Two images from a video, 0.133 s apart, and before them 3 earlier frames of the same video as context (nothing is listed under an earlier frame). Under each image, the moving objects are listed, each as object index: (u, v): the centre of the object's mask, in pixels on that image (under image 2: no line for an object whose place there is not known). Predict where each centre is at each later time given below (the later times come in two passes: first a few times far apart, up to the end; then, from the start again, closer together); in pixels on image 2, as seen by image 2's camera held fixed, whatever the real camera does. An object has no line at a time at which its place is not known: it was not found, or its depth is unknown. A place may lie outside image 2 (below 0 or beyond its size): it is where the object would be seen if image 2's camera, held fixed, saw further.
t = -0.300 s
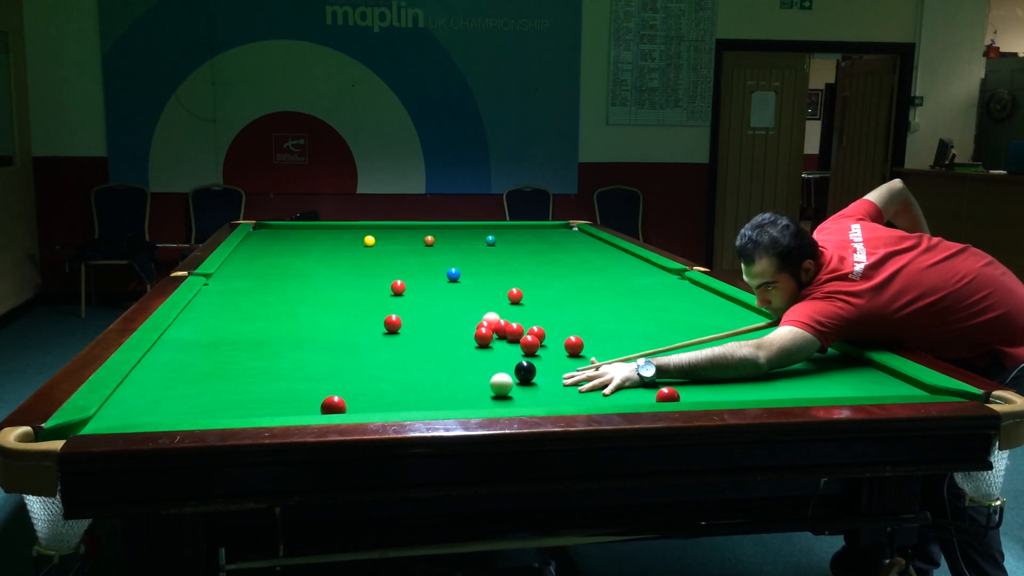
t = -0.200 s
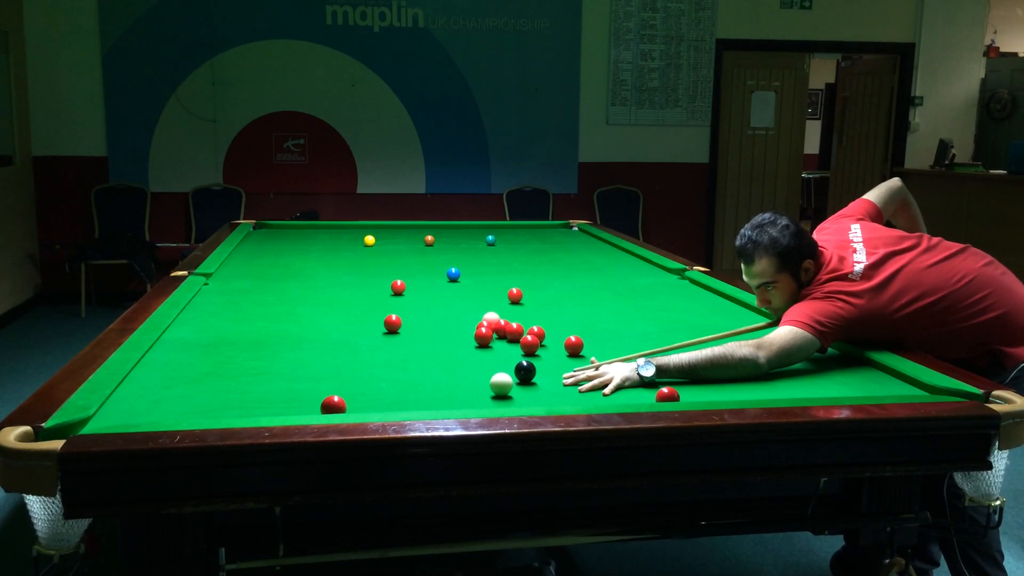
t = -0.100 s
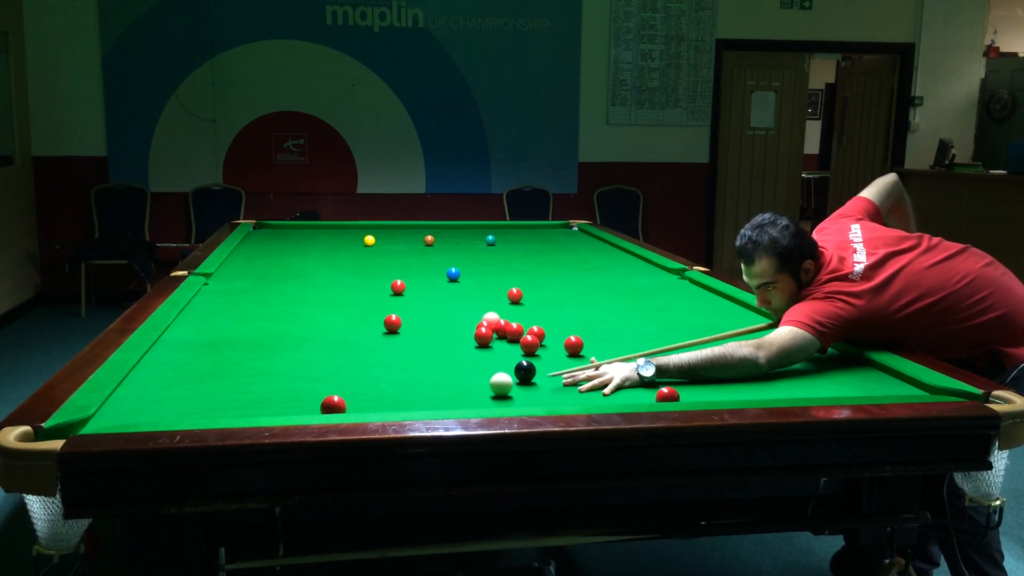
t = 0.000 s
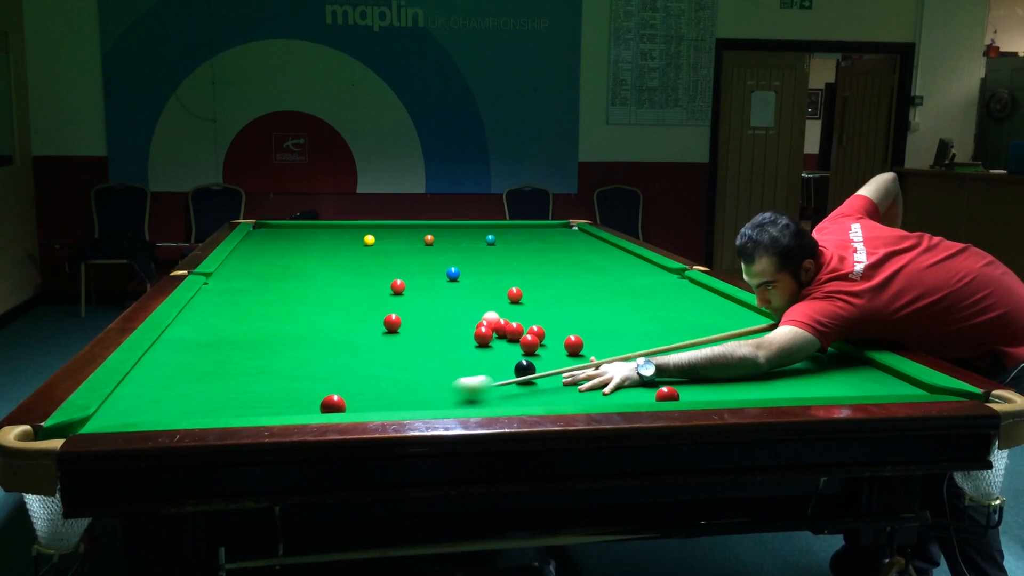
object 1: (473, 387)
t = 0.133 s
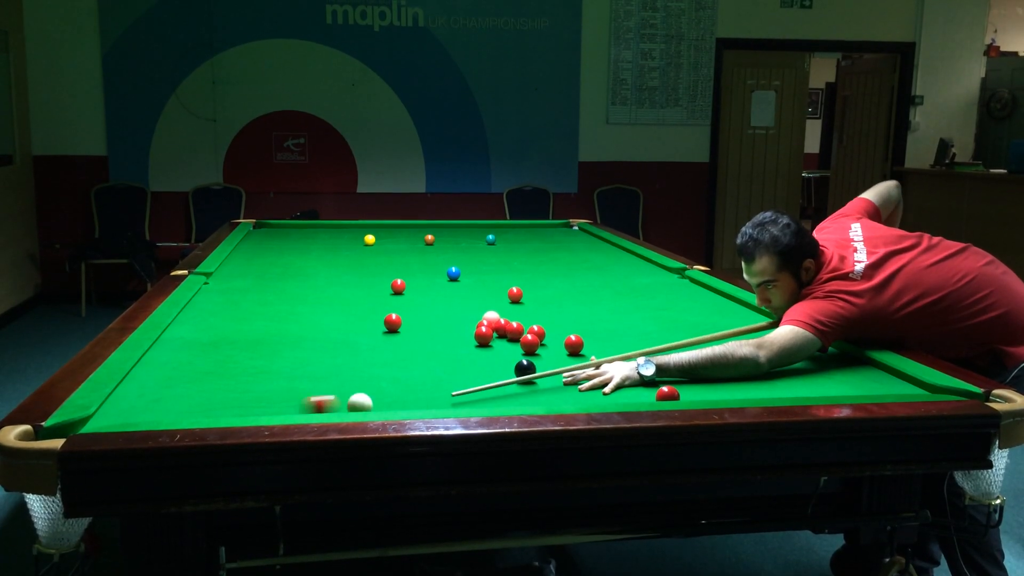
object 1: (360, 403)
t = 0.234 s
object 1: (358, 407)
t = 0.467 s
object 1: (360, 402)
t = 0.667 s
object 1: (363, 396)
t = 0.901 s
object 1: (365, 389)
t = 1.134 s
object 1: (368, 383)
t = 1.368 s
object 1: (370, 377)
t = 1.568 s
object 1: (372, 373)
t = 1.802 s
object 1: (374, 369)
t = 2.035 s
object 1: (375, 365)
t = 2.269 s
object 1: (376, 362)
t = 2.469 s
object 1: (377, 360)
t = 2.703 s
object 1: (378, 358)
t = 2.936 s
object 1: (379, 356)
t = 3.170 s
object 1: (379, 355)
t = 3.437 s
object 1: (379, 355)
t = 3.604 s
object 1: (379, 355)
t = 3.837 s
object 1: (379, 354)
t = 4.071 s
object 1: (379, 355)
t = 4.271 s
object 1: (378, 355)
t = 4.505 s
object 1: (378, 355)
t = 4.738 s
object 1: (378, 355)
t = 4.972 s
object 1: (378, 355)
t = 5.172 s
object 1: (378, 355)
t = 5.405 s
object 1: (379, 355)
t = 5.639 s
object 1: (379, 355)
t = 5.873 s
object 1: (378, 355)
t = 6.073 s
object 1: (378, 355)
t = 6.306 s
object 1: (378, 355)
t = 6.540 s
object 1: (378, 355)
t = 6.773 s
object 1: (378, 355)
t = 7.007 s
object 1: (378, 355)
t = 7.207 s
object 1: (378, 355)
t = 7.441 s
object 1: (379, 355)
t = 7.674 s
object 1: (378, 355)
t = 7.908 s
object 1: (378, 355)
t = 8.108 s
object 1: (378, 355)
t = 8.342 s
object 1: (378, 355)
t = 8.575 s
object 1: (378, 355)
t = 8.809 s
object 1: (378, 355)
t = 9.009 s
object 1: (378, 354)
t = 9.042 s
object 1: (378, 354)
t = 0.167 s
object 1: (360, 404)
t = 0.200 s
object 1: (359, 406)
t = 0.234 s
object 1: (358, 407)
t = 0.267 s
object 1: (358, 406)
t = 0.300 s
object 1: (359, 405)
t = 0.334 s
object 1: (359, 405)
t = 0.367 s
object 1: (359, 404)
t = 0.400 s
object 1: (360, 403)
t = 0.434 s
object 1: (360, 403)
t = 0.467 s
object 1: (360, 402)
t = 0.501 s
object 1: (361, 401)
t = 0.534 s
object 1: (361, 400)
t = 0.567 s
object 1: (362, 400)
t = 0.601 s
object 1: (362, 399)
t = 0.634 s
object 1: (362, 398)
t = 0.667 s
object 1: (363, 396)
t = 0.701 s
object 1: (363, 395)
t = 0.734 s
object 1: (363, 394)
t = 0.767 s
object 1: (364, 393)
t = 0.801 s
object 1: (364, 392)
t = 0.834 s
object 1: (365, 391)
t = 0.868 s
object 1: (365, 390)
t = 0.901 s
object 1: (365, 389)
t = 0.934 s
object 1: (366, 388)
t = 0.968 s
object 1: (366, 387)
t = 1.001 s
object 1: (366, 386)
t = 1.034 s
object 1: (367, 385)
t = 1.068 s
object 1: (367, 384)
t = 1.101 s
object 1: (367, 384)
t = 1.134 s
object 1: (368, 383)
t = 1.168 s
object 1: (368, 382)
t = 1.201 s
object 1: (368, 381)
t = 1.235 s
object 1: (368, 380)
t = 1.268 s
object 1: (369, 379)
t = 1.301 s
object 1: (369, 378)
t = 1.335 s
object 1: (370, 378)
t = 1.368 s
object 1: (370, 377)
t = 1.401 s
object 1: (370, 376)
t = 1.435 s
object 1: (371, 376)
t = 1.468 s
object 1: (371, 375)
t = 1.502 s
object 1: (371, 374)
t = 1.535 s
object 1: (372, 374)
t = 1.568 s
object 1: (372, 373)
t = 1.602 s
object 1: (372, 372)
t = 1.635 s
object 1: (372, 372)
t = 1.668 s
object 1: (373, 371)
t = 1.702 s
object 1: (373, 370)
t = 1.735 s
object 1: (373, 370)
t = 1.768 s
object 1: (373, 369)
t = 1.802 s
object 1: (374, 369)
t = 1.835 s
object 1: (374, 368)
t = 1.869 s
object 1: (374, 368)
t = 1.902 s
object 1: (374, 367)
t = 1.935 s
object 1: (374, 366)
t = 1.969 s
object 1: (374, 366)
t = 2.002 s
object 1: (375, 365)
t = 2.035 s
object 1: (375, 365)
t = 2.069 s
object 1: (375, 365)
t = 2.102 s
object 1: (375, 364)
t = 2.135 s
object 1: (375, 364)
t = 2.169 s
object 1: (376, 363)
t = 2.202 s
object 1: (376, 363)
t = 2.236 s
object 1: (376, 362)
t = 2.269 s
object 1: (376, 362)
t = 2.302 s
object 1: (376, 362)
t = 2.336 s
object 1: (376, 361)
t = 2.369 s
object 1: (377, 361)
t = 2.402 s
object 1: (377, 361)
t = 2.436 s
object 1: (377, 360)
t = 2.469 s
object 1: (377, 360)
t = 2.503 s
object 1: (377, 360)
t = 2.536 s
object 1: (377, 359)
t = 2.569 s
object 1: (377, 359)
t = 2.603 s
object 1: (377, 359)
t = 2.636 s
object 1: (377, 359)
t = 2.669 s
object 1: (378, 358)
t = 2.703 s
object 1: (378, 358)
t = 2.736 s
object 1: (378, 358)
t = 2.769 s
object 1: (378, 358)
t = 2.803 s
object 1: (378, 357)
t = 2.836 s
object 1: (378, 357)
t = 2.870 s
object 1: (378, 357)
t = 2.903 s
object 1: (378, 357)
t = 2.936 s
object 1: (379, 356)
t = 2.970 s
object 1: (379, 356)
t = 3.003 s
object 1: (379, 356)
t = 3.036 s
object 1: (379, 356)
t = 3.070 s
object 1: (379, 356)
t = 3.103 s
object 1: (379, 355)
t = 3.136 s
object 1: (379, 355)
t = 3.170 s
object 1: (379, 355)
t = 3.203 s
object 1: (374, 353)
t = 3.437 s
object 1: (379, 355)
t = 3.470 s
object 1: (379, 355)
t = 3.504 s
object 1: (379, 355)
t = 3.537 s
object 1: (379, 355)
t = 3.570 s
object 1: (379, 355)
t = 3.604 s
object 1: (379, 355)
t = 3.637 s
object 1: (379, 355)
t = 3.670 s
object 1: (379, 354)
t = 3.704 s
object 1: (379, 354)
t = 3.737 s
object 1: (379, 354)
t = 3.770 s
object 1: (379, 354)
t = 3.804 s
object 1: (379, 355)
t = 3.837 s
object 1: (379, 354)
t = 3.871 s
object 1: (379, 354)
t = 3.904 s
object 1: (379, 355)
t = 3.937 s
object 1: (379, 355)
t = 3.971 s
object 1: (379, 355)
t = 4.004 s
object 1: (379, 355)
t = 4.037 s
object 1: (379, 355)
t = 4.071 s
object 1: (379, 355)
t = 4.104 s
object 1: (379, 355)
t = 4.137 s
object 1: (379, 355)
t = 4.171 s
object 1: (378, 355)
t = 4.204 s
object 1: (378, 355)
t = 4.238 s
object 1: (378, 355)
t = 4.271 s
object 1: (378, 355)
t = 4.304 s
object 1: (378, 355)
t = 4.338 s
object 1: (378, 355)
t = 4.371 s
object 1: (379, 355)
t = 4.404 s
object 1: (378, 355)
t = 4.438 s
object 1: (378, 355)
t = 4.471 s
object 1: (378, 355)
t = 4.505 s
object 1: (378, 355)
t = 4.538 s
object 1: (378, 355)
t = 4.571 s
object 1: (378, 355)
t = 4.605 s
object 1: (379, 355)
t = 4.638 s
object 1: (378, 355)
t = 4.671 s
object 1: (378, 355)
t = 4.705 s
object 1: (378, 355)
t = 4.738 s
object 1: (378, 355)
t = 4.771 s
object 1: (378, 355)
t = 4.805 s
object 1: (378, 355)
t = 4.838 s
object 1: (378, 355)
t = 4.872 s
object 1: (378, 355)
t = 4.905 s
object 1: (378, 355)
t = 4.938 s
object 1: (378, 355)
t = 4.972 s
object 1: (378, 355)
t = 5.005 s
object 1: (378, 355)
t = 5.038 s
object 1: (378, 355)
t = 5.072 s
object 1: (378, 355)
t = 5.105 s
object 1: (378, 355)
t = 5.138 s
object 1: (378, 355)
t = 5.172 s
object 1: (378, 355)
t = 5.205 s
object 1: (378, 355)
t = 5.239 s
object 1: (378, 355)
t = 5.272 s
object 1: (379, 355)
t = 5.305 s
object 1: (379, 355)
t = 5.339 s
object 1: (378, 355)
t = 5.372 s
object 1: (379, 355)
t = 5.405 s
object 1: (379, 355)
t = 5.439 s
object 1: (379, 355)
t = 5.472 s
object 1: (378, 355)
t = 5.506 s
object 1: (378, 355)
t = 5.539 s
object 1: (378, 355)
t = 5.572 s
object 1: (378, 355)
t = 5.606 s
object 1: (378, 355)
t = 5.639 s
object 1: (379, 355)
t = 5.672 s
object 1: (378, 355)
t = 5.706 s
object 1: (378, 355)
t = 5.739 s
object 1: (378, 355)
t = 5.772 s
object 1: (378, 355)
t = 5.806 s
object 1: (378, 355)
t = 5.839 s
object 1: (378, 355)
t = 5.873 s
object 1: (378, 355)
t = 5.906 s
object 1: (378, 355)
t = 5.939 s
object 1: (378, 355)
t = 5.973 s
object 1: (378, 355)
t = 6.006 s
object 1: (378, 355)
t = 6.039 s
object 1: (378, 355)
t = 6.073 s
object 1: (378, 355)
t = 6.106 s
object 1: (378, 355)
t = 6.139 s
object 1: (378, 355)
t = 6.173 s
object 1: (378, 355)
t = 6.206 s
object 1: (378, 355)
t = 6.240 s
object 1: (378, 355)
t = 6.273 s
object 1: (378, 355)
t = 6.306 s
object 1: (378, 355)
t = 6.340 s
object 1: (378, 355)
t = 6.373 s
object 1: (378, 355)
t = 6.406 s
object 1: (378, 355)
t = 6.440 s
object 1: (378, 355)
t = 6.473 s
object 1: (378, 355)
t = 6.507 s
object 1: (378, 355)
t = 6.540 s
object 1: (378, 355)
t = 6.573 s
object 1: (378, 355)
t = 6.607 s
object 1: (378, 355)
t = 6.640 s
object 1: (378, 355)
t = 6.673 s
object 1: (378, 355)
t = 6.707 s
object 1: (378, 355)
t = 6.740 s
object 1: (378, 355)
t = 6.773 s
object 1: (378, 355)
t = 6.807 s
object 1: (378, 355)
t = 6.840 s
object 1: (378, 355)
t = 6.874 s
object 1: (378, 355)
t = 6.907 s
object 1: (378, 355)
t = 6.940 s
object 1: (378, 355)
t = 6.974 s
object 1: (378, 355)
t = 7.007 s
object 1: (378, 355)
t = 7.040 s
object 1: (379, 355)
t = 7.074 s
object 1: (378, 355)
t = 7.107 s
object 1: (378, 355)
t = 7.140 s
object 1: (378, 355)
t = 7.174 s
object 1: (378, 355)
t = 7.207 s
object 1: (378, 355)
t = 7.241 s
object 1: (378, 355)
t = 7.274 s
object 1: (379, 355)
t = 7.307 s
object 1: (379, 355)
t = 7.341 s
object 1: (379, 355)
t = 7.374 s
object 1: (379, 355)
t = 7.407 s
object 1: (379, 355)
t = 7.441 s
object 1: (379, 355)
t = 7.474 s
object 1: (379, 355)
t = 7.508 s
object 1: (379, 355)
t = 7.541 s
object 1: (379, 355)
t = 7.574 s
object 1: (378, 355)
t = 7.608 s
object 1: (378, 355)
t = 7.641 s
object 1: (378, 355)
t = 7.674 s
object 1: (378, 355)
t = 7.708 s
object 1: (378, 355)
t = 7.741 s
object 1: (378, 355)
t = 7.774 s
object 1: (378, 355)
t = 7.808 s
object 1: (378, 355)
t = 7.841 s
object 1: (378, 355)
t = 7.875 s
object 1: (378, 355)
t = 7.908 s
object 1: (378, 355)
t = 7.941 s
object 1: (378, 355)
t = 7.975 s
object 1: (378, 355)
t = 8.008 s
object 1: (378, 355)
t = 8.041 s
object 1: (378, 355)
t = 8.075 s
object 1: (378, 355)
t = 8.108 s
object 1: (378, 355)
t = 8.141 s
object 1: (378, 355)
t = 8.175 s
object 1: (378, 355)
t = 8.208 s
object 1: (378, 355)
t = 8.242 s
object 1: (378, 355)
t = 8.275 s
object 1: (378, 355)
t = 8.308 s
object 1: (378, 355)
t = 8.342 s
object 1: (378, 355)
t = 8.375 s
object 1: (378, 355)
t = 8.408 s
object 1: (378, 355)
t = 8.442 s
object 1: (378, 354)
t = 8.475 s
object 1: (378, 354)
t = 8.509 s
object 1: (378, 354)
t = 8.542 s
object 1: (378, 354)
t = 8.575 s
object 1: (378, 355)
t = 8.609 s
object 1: (378, 354)
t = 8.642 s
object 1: (378, 354)
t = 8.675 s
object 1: (378, 355)
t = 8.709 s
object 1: (378, 354)
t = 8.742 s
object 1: (378, 355)
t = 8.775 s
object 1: (378, 355)
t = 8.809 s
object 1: (378, 355)
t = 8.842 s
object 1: (378, 354)
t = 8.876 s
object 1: (378, 355)
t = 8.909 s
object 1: (378, 355)
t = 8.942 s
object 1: (378, 355)
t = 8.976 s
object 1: (378, 354)
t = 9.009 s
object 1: (378, 354)
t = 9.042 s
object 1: (378, 354)
